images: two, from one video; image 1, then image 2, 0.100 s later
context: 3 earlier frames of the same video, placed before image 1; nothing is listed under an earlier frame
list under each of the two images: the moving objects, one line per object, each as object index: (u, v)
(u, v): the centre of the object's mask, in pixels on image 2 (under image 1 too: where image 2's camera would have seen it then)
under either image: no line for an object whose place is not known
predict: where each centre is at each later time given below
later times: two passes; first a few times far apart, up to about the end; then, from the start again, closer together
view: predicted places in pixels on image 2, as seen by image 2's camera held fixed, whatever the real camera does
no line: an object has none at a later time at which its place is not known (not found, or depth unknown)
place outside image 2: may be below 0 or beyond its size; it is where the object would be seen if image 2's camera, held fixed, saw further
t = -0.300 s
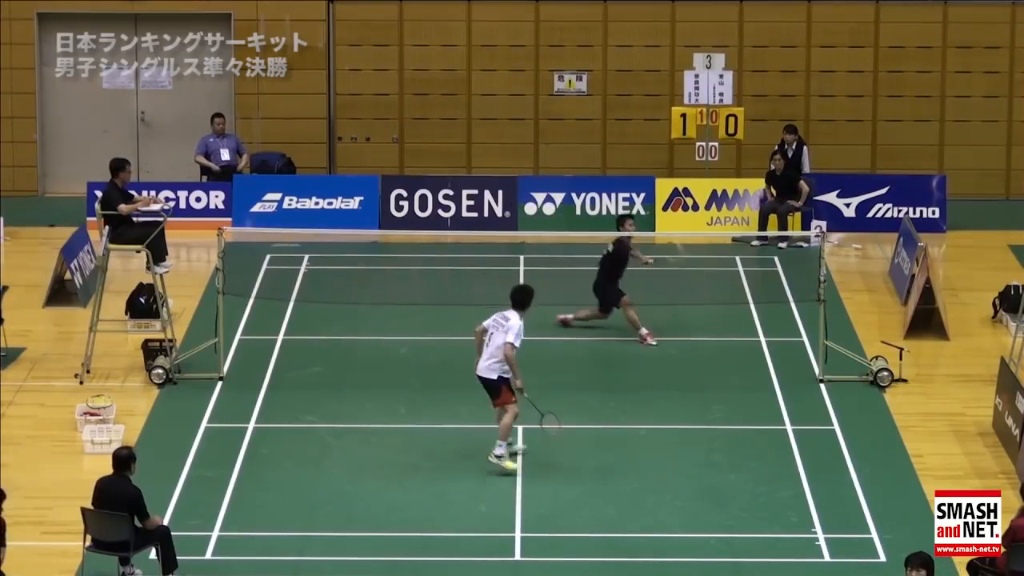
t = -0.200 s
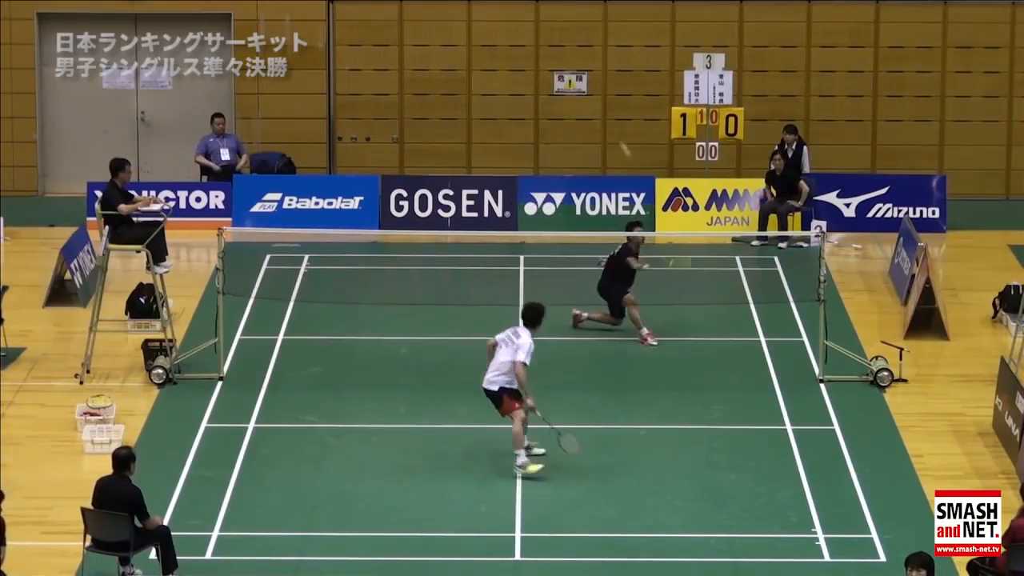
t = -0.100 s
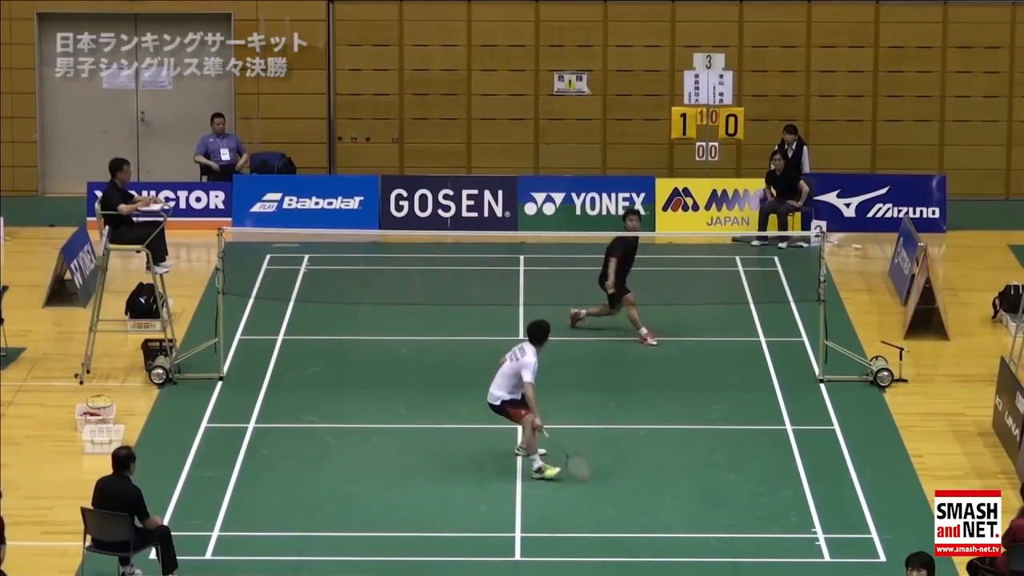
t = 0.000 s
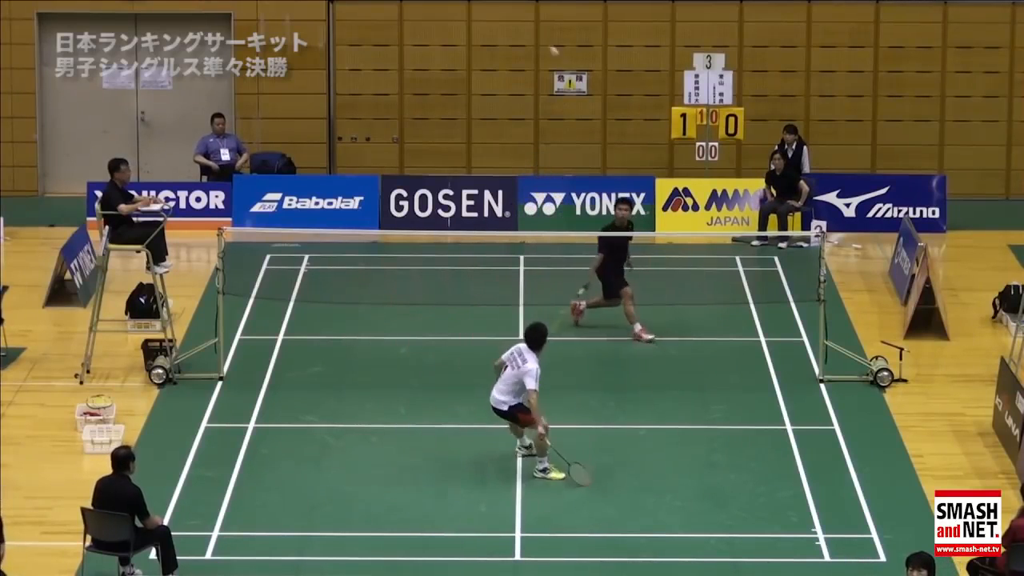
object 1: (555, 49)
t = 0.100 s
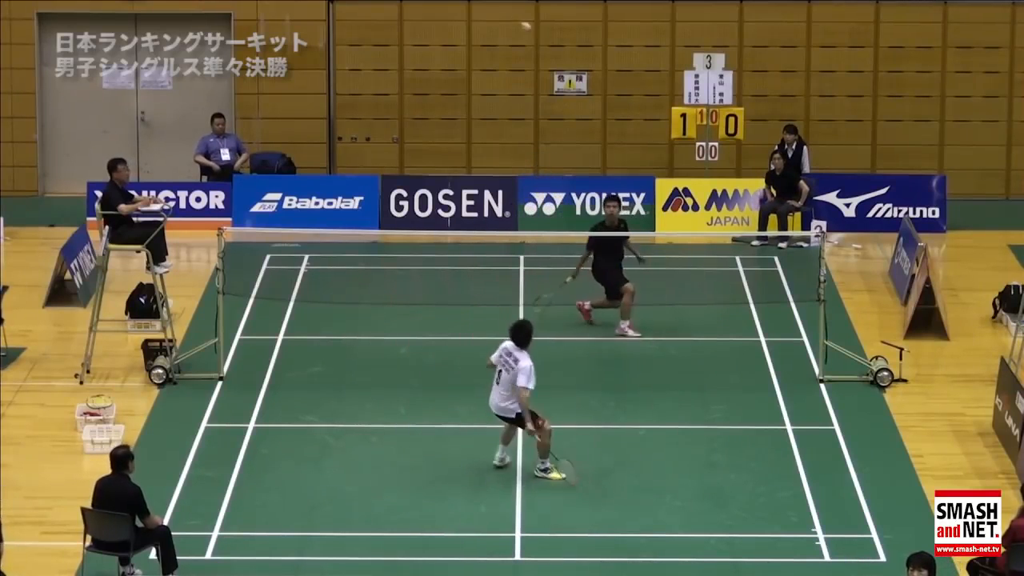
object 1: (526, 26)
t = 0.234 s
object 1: (492, 11)
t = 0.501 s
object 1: (435, 38)
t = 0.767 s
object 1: (388, 132)
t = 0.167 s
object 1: (508, 15)
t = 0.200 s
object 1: (500, 13)
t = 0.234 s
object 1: (492, 11)
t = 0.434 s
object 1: (449, 25)
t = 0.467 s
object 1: (442, 31)
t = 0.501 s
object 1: (435, 38)
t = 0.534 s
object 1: (429, 47)
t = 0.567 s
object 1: (422, 56)
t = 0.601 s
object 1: (416, 66)
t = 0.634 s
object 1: (410, 78)
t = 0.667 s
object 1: (404, 90)
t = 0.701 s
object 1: (398, 104)
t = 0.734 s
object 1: (393, 118)
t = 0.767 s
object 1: (388, 132)
